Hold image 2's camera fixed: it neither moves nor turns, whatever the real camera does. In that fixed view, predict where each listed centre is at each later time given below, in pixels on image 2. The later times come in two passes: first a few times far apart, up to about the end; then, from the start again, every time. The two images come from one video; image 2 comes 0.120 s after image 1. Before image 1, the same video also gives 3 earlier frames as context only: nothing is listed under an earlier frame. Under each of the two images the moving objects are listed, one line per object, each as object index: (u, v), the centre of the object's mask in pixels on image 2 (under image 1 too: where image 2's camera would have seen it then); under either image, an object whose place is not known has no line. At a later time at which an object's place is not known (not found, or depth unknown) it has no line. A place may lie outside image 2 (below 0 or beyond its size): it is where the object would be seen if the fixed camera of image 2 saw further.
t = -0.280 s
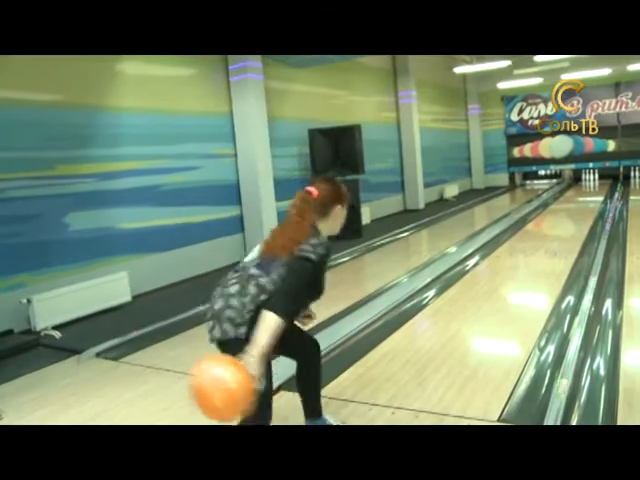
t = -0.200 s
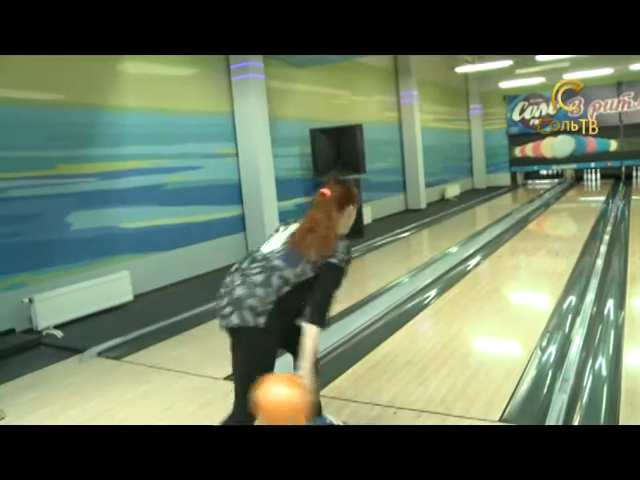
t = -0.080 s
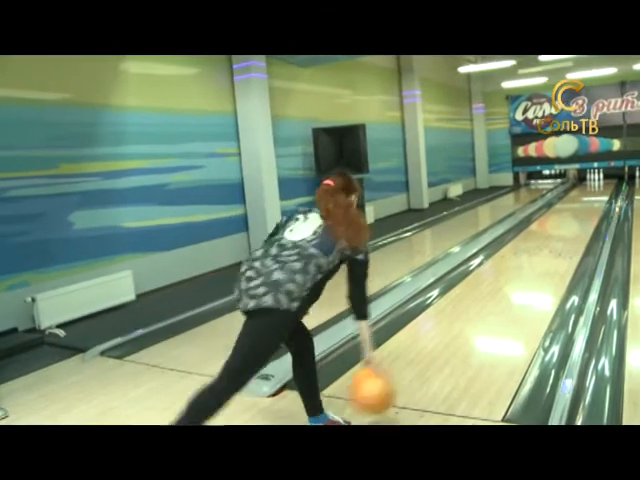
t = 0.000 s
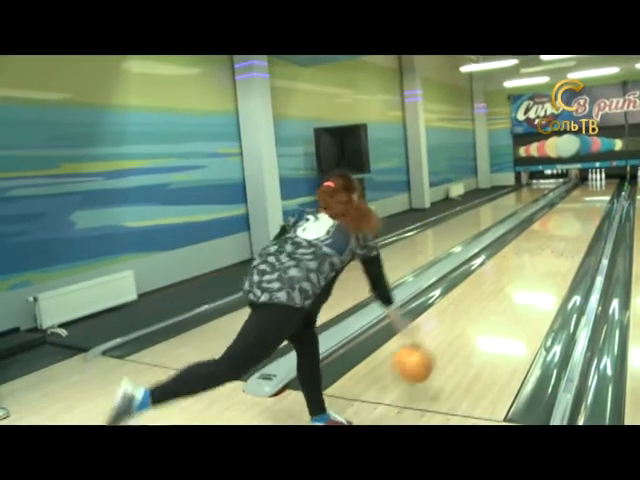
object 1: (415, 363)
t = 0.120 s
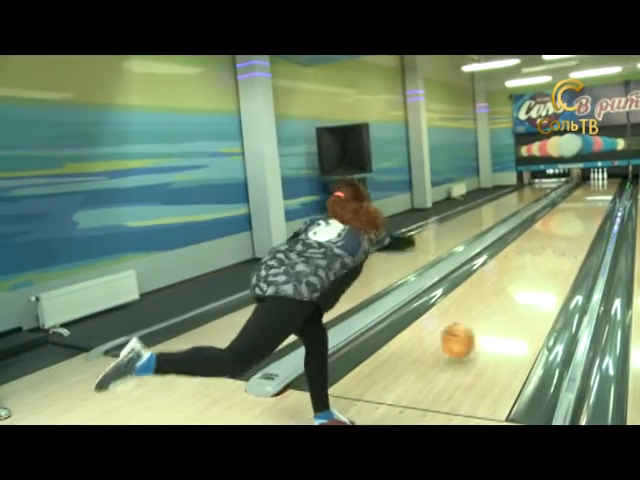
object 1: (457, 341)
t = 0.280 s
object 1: (495, 309)
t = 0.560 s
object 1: (536, 268)
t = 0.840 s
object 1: (560, 244)
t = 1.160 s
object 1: (577, 225)
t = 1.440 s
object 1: (588, 213)
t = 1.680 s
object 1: (593, 209)
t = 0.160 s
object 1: (469, 337)
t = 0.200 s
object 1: (478, 326)
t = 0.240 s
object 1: (488, 317)
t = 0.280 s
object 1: (495, 309)
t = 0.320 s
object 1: (503, 301)
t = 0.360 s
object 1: (509, 294)
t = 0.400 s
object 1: (515, 289)
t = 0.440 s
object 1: (521, 283)
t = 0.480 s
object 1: (526, 277)
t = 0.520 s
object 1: (531, 273)
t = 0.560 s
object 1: (536, 268)
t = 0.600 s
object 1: (540, 264)
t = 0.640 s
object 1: (543, 261)
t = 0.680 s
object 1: (547, 256)
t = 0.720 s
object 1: (550, 253)
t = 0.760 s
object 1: (554, 250)
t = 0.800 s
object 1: (557, 247)
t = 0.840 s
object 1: (560, 244)
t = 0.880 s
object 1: (563, 241)
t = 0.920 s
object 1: (565, 239)
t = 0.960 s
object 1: (568, 236)
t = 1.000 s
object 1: (569, 234)
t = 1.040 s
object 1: (570, 232)
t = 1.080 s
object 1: (572, 230)
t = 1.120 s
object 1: (574, 228)
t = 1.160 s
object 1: (577, 225)
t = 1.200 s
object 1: (579, 223)
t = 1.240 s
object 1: (580, 221)
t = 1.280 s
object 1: (582, 220)
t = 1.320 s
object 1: (583, 219)
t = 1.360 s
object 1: (585, 217)
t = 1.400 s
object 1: (587, 214)
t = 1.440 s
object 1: (588, 213)
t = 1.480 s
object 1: (589, 212)
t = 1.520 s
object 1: (589, 212)
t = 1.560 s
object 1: (591, 210)
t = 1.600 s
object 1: (592, 209)
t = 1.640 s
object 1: (592, 208)
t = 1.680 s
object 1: (593, 209)
